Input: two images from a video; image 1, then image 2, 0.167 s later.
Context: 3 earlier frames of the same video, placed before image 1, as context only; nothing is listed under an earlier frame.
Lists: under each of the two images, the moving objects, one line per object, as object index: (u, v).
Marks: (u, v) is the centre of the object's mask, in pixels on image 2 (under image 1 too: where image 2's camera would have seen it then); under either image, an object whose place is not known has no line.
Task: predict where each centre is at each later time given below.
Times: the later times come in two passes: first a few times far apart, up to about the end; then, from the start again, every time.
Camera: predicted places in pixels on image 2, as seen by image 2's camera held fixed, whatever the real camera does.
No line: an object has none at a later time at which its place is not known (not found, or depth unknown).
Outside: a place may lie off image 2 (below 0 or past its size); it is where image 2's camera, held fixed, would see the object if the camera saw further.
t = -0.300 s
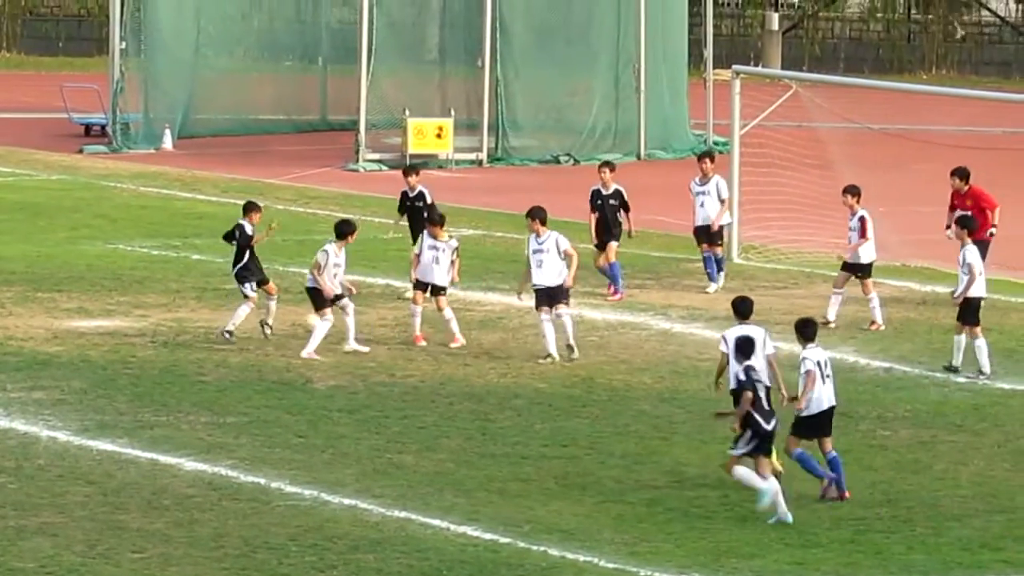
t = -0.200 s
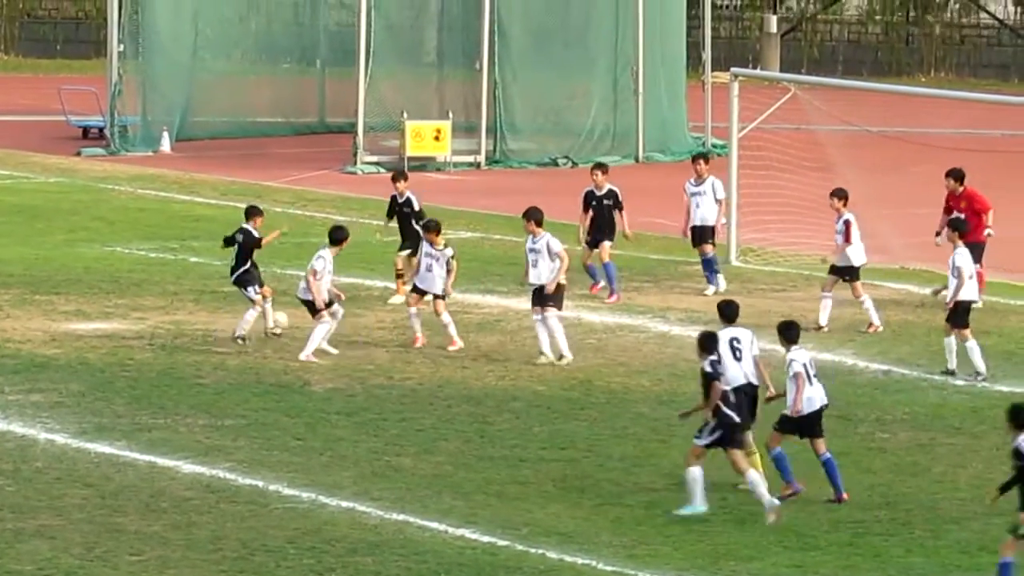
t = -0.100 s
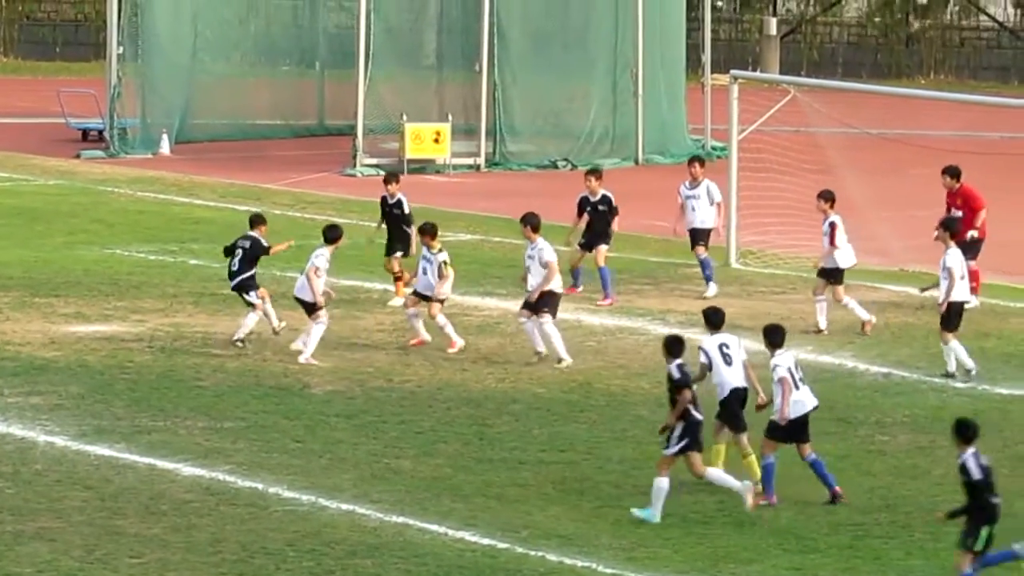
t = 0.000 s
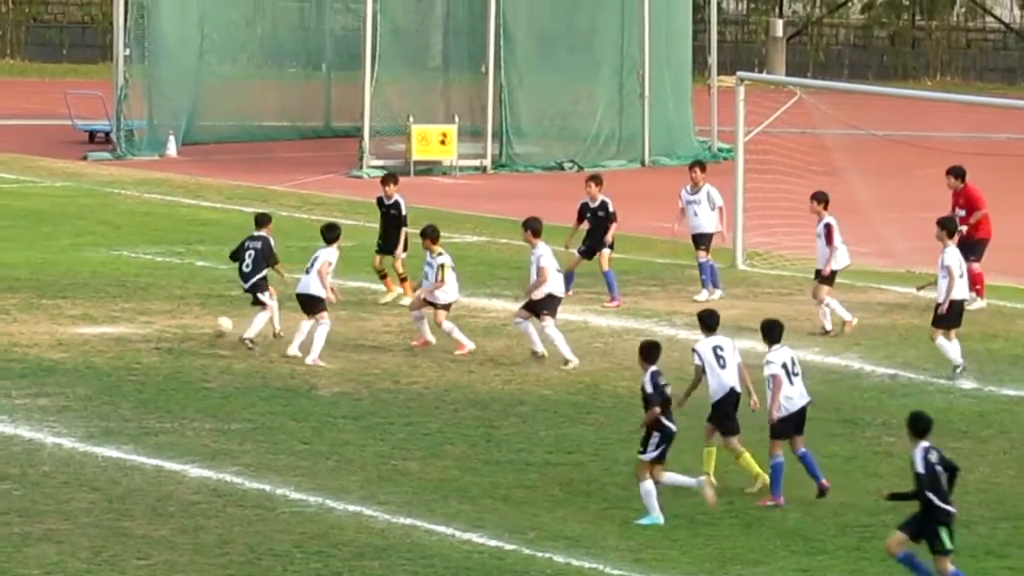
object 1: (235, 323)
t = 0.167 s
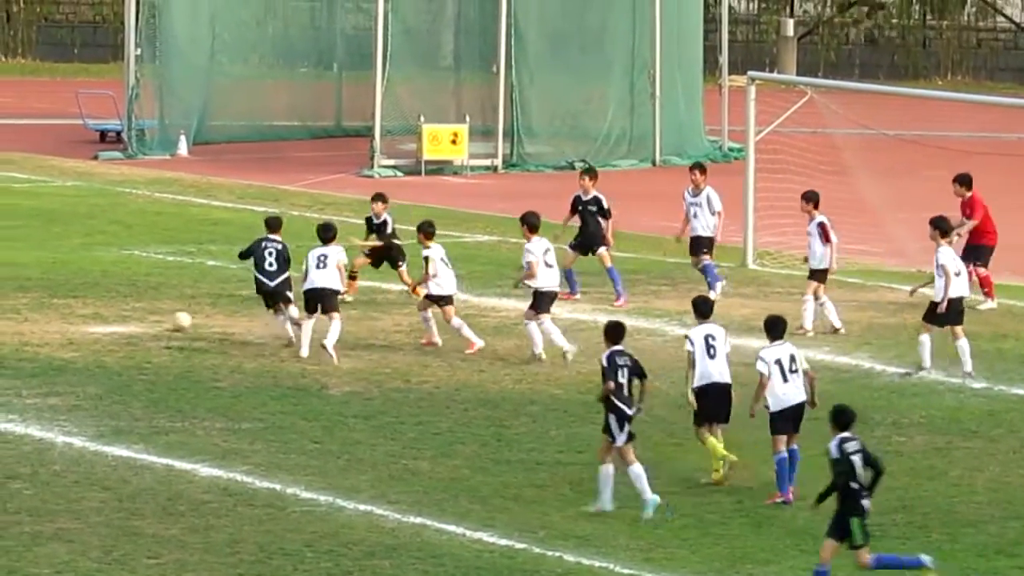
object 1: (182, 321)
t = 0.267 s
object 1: (150, 319)
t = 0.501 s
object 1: (83, 309)
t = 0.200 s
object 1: (172, 320)
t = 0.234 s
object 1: (161, 320)
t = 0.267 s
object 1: (150, 319)
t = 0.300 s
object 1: (140, 318)
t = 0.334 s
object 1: (131, 317)
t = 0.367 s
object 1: (121, 316)
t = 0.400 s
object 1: (111, 316)
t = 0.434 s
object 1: (102, 314)
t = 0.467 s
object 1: (92, 311)
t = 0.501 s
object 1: (83, 309)
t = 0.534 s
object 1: (72, 309)
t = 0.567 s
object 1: (64, 309)
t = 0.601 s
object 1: (55, 311)
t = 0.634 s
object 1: (46, 308)
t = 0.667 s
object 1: (37, 306)
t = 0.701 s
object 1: (28, 306)
